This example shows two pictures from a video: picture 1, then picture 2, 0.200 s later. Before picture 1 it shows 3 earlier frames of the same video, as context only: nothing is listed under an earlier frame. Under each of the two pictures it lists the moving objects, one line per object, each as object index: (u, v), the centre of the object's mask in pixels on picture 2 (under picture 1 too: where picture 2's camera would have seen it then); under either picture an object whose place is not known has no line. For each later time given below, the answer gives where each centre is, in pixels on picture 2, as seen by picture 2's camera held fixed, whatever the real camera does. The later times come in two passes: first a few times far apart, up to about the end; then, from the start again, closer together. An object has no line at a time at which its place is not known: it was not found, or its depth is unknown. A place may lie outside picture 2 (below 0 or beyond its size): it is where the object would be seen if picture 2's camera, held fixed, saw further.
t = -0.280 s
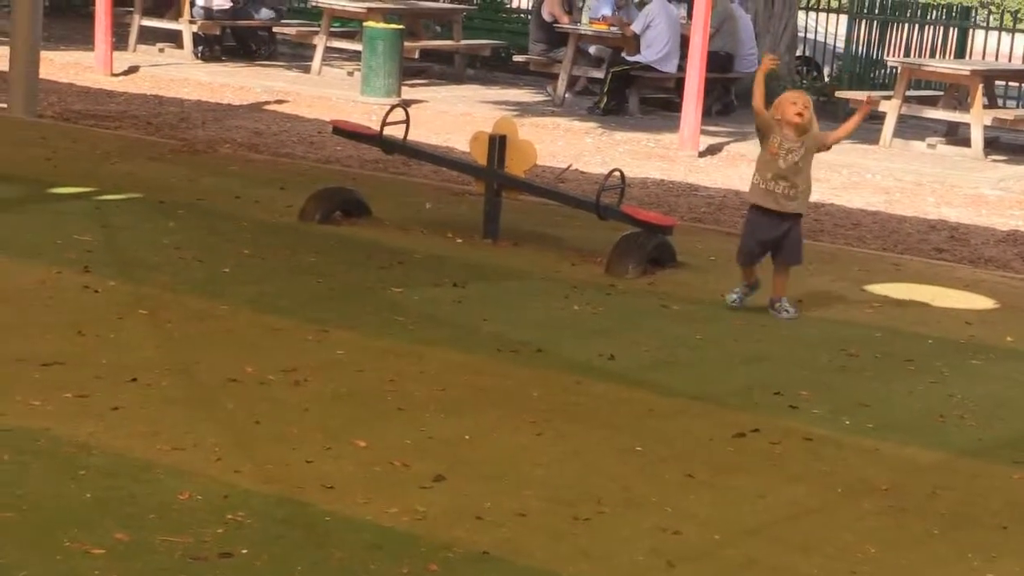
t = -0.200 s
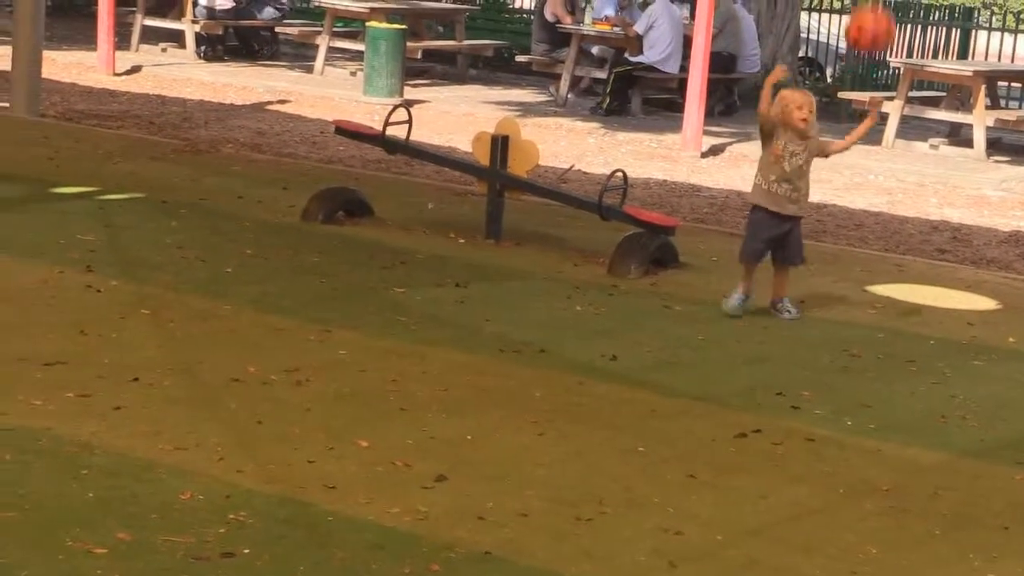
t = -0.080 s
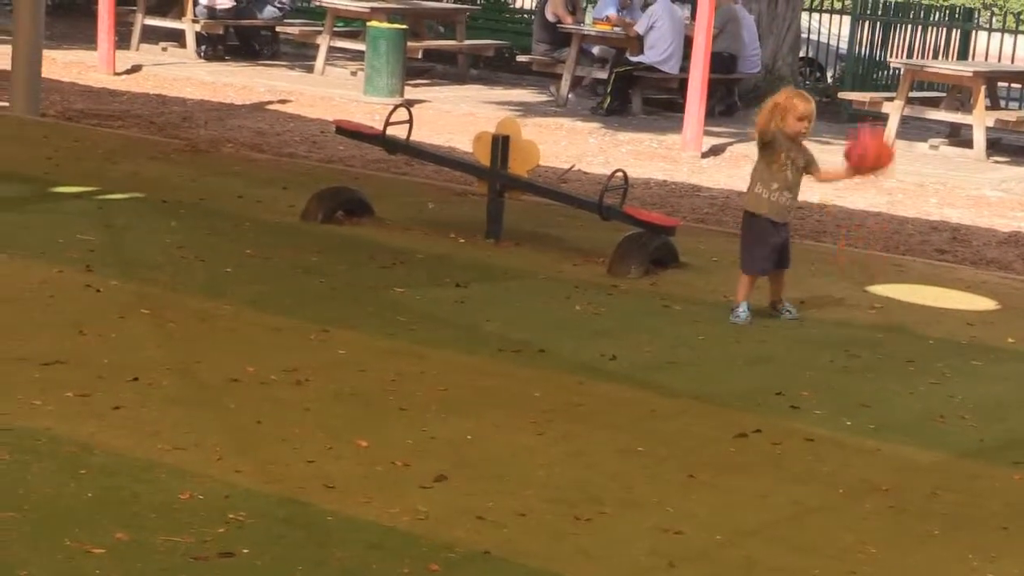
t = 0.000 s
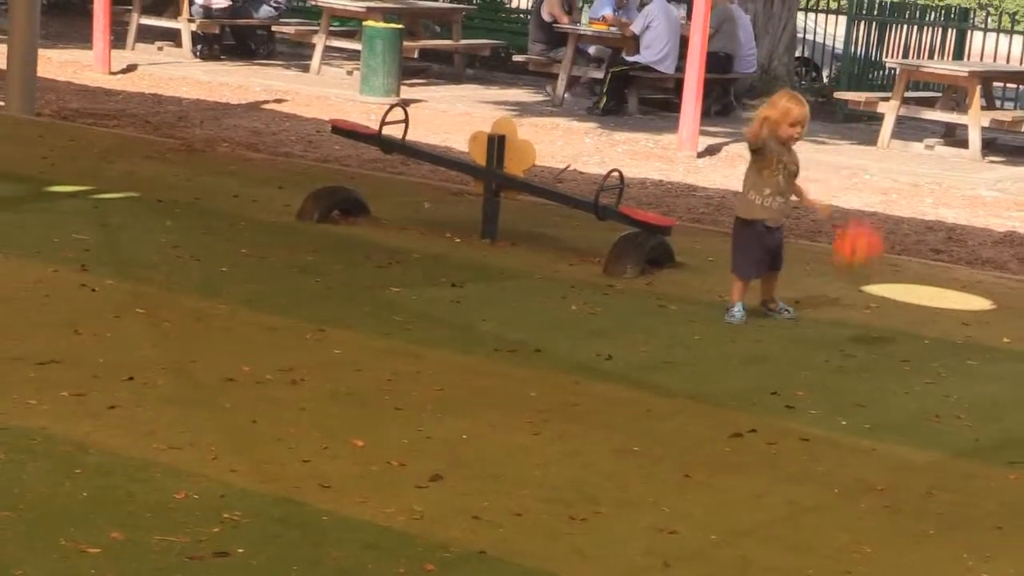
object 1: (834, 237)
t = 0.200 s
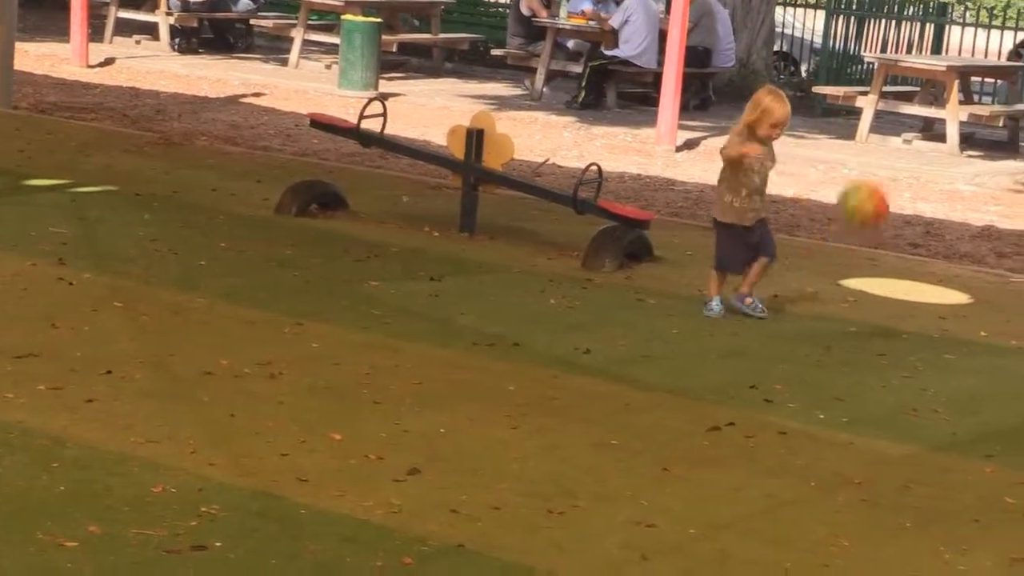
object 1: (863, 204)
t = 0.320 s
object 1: (889, 121)
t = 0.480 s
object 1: (912, 66)
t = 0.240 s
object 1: (872, 173)
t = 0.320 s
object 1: (889, 121)
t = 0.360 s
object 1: (896, 101)
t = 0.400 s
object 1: (901, 86)
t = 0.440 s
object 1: (906, 74)
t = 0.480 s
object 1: (912, 66)
